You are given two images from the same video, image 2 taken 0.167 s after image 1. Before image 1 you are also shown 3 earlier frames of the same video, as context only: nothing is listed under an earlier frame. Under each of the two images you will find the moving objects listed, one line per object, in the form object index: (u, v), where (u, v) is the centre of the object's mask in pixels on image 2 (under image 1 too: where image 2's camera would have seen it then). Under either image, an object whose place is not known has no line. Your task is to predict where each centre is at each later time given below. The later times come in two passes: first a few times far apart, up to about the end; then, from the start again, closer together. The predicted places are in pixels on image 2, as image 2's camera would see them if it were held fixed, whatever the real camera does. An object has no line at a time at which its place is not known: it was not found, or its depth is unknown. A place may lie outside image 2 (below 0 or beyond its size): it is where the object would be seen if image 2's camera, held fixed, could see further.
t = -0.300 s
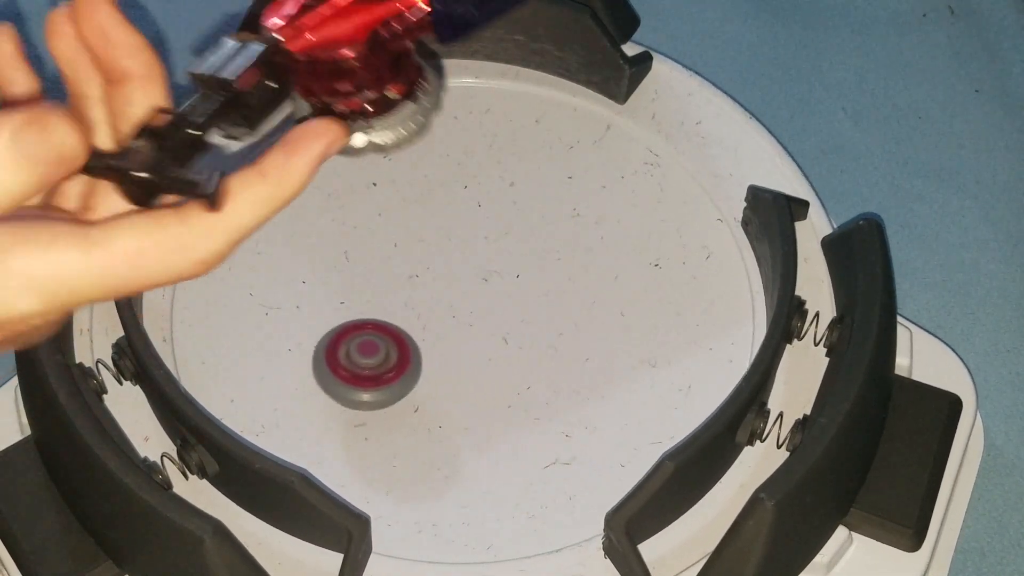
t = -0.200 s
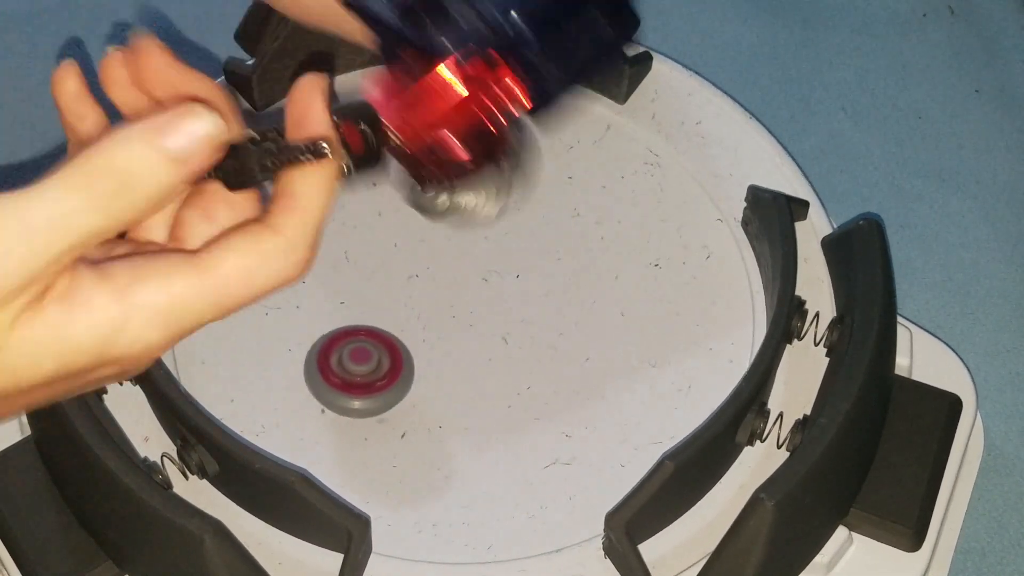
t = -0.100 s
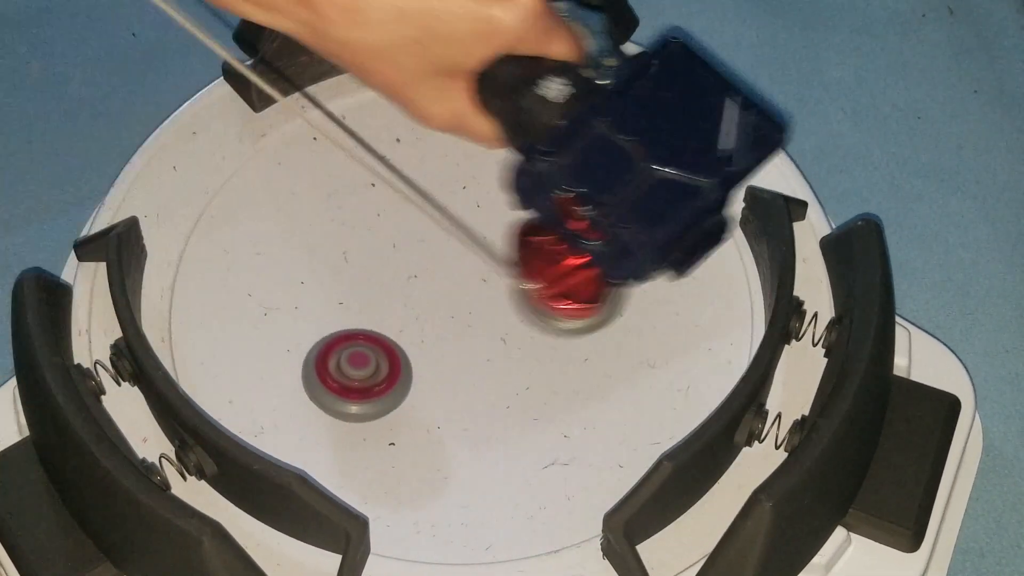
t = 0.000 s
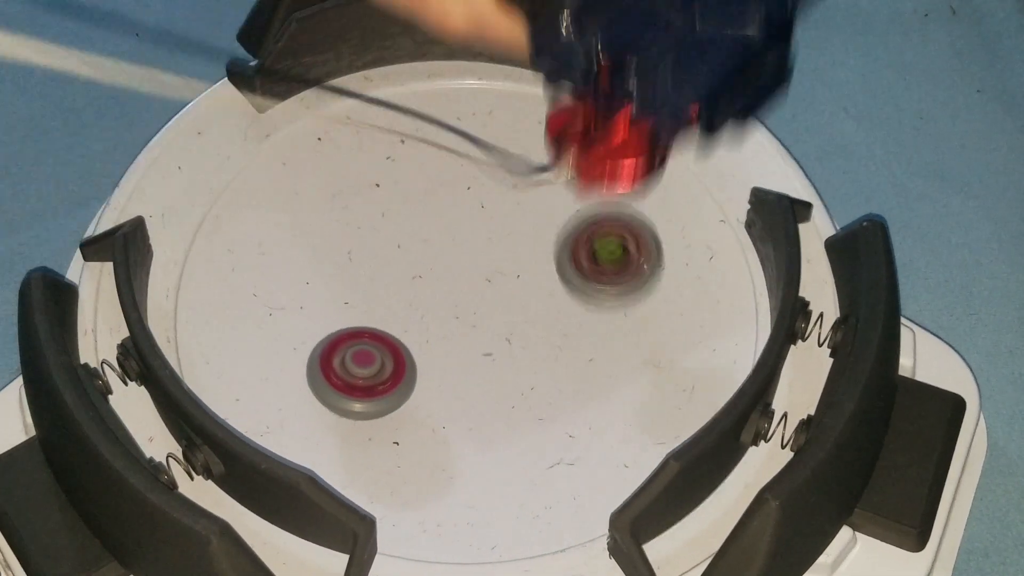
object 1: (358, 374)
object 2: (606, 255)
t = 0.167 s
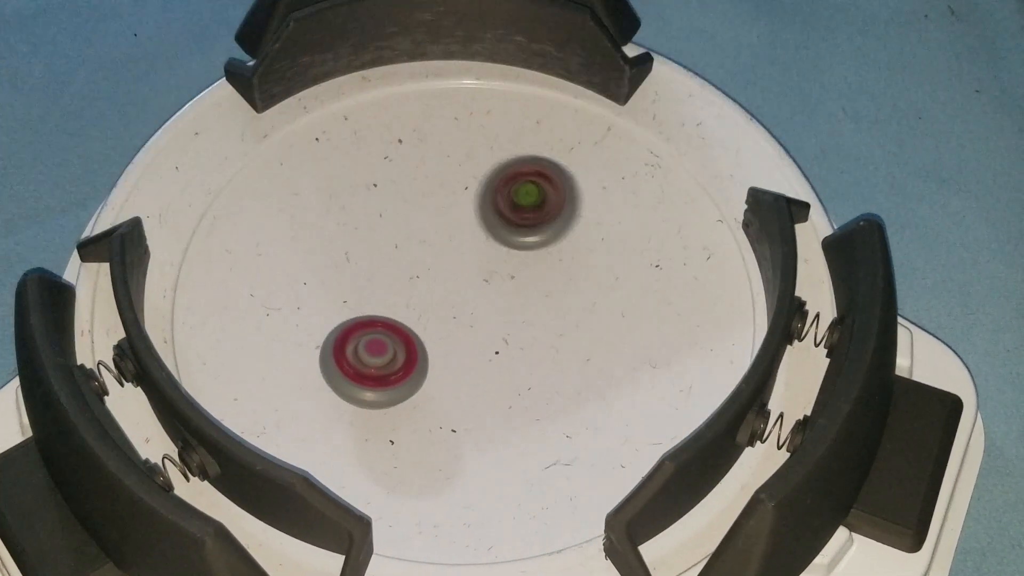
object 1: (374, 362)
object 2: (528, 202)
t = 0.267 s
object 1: (378, 349)
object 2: (470, 221)
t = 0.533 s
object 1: (269, 407)
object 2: (595, 232)
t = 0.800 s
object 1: (374, 421)
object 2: (589, 243)
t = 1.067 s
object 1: (426, 346)
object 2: (542, 285)
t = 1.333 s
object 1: (414, 280)
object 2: (561, 400)
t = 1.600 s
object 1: (389, 261)
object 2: (646, 372)
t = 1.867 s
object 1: (405, 269)
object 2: (521, 343)
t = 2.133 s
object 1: (448, 269)
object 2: (394, 459)
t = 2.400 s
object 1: (491, 262)
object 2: (468, 469)
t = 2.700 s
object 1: (502, 265)
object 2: (442, 373)
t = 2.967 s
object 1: (504, 282)
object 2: (307, 335)
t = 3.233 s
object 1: (512, 308)
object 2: (294, 394)
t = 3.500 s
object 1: (512, 326)
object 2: (383, 349)
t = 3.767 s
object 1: (491, 345)
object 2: (394, 261)
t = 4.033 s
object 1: (471, 360)
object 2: (369, 231)
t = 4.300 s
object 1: (448, 364)
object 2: (385, 246)
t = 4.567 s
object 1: (419, 357)
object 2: (425, 247)
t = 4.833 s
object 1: (396, 348)
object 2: (464, 239)
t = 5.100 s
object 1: (387, 336)
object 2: (499, 248)
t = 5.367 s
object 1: (392, 314)
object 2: (535, 260)
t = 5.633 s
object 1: (405, 289)
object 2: (546, 276)
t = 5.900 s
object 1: (418, 269)
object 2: (540, 304)
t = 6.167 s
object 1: (436, 261)
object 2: (533, 342)
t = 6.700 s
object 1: (485, 265)
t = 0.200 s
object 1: (376, 358)
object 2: (506, 206)
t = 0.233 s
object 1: (377, 354)
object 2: (486, 212)
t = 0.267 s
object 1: (378, 349)
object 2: (470, 221)
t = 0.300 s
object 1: (378, 344)
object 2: (459, 228)
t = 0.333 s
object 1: (379, 338)
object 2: (451, 242)
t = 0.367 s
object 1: (379, 332)
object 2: (446, 261)
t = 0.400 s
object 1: (343, 349)
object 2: (471, 256)
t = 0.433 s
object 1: (305, 373)
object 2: (507, 245)
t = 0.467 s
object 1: (278, 390)
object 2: (543, 236)
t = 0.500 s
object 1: (267, 400)
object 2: (574, 232)
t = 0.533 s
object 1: (269, 407)
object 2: (595, 232)
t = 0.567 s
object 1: (279, 416)
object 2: (609, 233)
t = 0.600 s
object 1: (293, 424)
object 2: (616, 237)
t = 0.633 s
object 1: (308, 430)
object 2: (617, 239)
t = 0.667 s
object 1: (322, 434)
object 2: (613, 239)
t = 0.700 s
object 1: (336, 434)
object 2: (608, 239)
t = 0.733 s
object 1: (349, 432)
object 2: (601, 240)
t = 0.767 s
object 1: (362, 427)
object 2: (595, 241)
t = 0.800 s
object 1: (374, 421)
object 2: (589, 243)
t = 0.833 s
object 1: (385, 413)
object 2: (583, 246)
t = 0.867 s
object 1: (394, 405)
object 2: (577, 248)
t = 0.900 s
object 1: (403, 396)
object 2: (571, 251)
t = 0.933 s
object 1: (411, 387)
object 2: (564, 255)
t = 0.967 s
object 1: (417, 377)
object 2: (558, 261)
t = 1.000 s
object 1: (422, 367)
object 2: (553, 267)
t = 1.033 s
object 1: (425, 357)
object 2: (547, 275)
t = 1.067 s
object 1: (426, 346)
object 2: (542, 285)
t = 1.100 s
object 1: (427, 336)
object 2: (538, 296)
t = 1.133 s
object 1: (427, 327)
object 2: (535, 307)
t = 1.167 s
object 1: (426, 318)
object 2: (534, 318)
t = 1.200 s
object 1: (424, 308)
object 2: (535, 332)
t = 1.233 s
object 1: (422, 300)
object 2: (537, 349)
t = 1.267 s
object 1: (420, 292)
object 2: (542, 366)
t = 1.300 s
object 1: (417, 286)
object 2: (549, 385)
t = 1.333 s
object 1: (414, 280)
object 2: (561, 400)
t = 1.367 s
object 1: (410, 275)
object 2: (577, 411)
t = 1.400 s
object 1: (406, 270)
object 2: (595, 418)
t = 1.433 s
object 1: (404, 267)
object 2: (615, 419)
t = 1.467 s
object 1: (402, 264)
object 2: (633, 414)
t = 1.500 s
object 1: (398, 262)
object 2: (647, 404)
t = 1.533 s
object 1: (395, 261)
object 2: (654, 392)
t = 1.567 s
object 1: (392, 261)
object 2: (653, 381)
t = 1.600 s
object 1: (389, 261)
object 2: (646, 372)
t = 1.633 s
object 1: (386, 260)
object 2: (637, 364)
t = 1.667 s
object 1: (386, 261)
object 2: (625, 358)
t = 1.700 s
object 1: (387, 262)
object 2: (610, 352)
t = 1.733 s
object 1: (389, 263)
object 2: (594, 347)
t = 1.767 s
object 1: (391, 264)
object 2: (576, 343)
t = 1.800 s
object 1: (395, 266)
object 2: (557, 341)
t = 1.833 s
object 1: (400, 267)
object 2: (538, 341)
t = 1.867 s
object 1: (405, 269)
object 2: (521, 343)
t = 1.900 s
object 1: (410, 270)
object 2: (502, 349)
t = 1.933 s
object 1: (416, 270)
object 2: (481, 357)
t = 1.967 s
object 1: (421, 270)
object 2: (459, 369)
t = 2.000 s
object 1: (426, 270)
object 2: (436, 383)
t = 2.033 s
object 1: (431, 270)
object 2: (417, 401)
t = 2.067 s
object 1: (437, 270)
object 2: (403, 420)
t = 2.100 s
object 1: (442, 269)
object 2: (395, 440)
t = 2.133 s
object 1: (448, 269)
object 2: (394, 459)
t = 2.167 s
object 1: (455, 269)
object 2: (401, 476)
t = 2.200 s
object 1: (461, 268)
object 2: (414, 489)
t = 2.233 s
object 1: (467, 267)
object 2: (427, 495)
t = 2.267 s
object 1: (473, 266)
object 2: (439, 495)
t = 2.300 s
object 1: (478, 265)
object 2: (449, 491)
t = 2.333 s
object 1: (483, 264)
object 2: (457, 485)
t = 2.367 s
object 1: (487, 263)
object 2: (464, 477)
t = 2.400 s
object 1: (491, 262)
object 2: (468, 469)
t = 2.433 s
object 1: (494, 261)
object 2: (472, 459)
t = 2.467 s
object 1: (497, 261)
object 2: (474, 449)
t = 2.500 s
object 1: (499, 261)
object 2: (474, 438)
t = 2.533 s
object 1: (500, 261)
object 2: (473, 427)
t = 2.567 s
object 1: (501, 261)
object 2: (471, 416)
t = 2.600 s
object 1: (501, 262)
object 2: (467, 405)
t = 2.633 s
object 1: (502, 262)
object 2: (460, 394)
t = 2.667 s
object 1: (502, 264)
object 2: (452, 383)
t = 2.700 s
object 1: (502, 265)
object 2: (442, 373)
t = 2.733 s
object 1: (502, 266)
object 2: (431, 363)
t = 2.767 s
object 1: (503, 268)
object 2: (418, 355)
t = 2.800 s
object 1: (503, 270)
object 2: (404, 349)
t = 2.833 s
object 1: (503, 273)
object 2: (389, 343)
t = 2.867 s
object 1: (502, 275)
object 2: (371, 339)
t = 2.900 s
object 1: (502, 277)
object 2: (351, 335)
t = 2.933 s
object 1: (503, 280)
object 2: (330, 334)
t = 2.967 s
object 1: (504, 282)
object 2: (307, 335)
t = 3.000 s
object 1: (504, 285)
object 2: (288, 340)
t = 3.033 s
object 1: (505, 289)
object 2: (272, 349)
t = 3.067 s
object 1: (506, 292)
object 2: (262, 360)
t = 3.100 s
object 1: (507, 296)
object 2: (259, 372)
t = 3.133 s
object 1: (508, 299)
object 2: (264, 383)
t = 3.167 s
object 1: (510, 303)
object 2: (273, 390)
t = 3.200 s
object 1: (511, 305)
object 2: (283, 393)
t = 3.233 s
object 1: (512, 308)
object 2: (294, 394)
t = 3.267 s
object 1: (513, 311)
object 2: (306, 394)
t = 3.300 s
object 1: (514, 314)
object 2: (317, 391)
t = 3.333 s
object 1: (514, 316)
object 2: (329, 387)
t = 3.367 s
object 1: (515, 318)
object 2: (342, 382)
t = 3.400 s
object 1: (515, 320)
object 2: (354, 376)
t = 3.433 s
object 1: (514, 322)
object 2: (365, 368)
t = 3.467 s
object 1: (513, 324)
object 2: (375, 359)
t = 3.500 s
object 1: (512, 326)
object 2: (383, 349)
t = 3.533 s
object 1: (511, 328)
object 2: (390, 339)
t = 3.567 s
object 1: (509, 330)
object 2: (394, 327)
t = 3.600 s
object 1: (506, 333)
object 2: (398, 315)
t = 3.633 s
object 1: (503, 336)
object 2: (399, 304)
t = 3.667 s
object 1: (500, 338)
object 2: (399, 292)
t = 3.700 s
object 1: (497, 340)
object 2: (398, 281)
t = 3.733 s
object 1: (494, 343)
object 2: (397, 271)
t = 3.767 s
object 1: (491, 345)
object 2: (394, 261)
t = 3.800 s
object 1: (488, 347)
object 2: (391, 251)
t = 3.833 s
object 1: (486, 350)
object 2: (386, 243)
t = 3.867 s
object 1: (483, 352)
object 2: (382, 237)
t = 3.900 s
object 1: (481, 354)
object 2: (378, 233)
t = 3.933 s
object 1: (478, 355)
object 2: (375, 231)
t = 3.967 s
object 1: (476, 357)
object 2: (372, 230)
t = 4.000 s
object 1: (473, 359)
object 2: (370, 230)
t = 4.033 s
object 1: (471, 360)
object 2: (369, 231)
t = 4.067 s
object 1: (468, 361)
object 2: (368, 233)
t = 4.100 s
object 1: (465, 363)
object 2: (369, 235)
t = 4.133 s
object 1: (463, 363)
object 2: (370, 237)
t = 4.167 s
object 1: (460, 364)
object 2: (372, 239)
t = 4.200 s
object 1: (457, 364)
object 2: (374, 241)
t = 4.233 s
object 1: (454, 365)
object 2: (377, 243)
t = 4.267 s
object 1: (451, 365)
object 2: (381, 245)
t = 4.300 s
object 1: (448, 364)
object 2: (385, 246)
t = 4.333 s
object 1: (445, 364)
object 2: (389, 247)
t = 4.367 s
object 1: (441, 364)
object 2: (394, 248)
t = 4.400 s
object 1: (438, 363)
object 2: (399, 249)
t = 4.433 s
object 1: (435, 362)
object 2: (403, 250)
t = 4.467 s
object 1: (431, 360)
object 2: (408, 250)
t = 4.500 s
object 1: (427, 359)
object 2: (414, 249)
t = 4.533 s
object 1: (423, 358)
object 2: (419, 248)
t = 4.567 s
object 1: (419, 357)
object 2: (425, 247)
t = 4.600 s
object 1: (415, 356)
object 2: (431, 246)
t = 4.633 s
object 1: (411, 354)
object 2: (438, 244)
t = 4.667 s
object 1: (408, 353)
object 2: (444, 242)
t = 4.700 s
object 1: (405, 352)
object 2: (449, 241)
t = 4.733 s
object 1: (403, 351)
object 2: (453, 240)
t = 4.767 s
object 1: (400, 350)
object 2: (457, 239)
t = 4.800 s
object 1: (398, 349)
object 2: (461, 239)
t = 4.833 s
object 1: (396, 348)
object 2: (464, 239)
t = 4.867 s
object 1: (393, 346)
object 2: (467, 239)
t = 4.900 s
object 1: (391, 345)
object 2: (470, 239)
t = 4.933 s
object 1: (390, 344)
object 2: (474, 240)
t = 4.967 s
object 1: (389, 343)
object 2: (479, 241)
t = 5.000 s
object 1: (388, 342)
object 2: (484, 243)
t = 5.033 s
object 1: (387, 340)
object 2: (489, 244)
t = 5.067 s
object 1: (387, 338)
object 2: (494, 246)
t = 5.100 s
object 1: (387, 336)
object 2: (499, 248)
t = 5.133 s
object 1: (387, 333)
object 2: (504, 249)
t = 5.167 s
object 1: (387, 331)
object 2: (509, 251)
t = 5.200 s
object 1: (387, 328)
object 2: (514, 252)
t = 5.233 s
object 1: (388, 326)
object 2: (518, 254)
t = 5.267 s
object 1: (389, 323)
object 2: (522, 255)
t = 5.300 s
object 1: (390, 320)
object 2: (527, 257)
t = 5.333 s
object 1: (391, 317)
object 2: (531, 258)
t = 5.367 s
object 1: (392, 314)
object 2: (535, 260)
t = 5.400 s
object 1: (394, 311)
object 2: (538, 262)
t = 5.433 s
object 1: (395, 307)
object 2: (541, 263)
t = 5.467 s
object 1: (396, 304)
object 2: (543, 265)
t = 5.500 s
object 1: (398, 301)
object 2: (544, 266)
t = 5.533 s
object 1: (400, 298)
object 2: (545, 268)
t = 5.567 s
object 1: (402, 295)
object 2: (545, 271)
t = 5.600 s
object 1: (403, 292)
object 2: (546, 273)
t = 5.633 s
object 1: (405, 289)
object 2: (546, 276)
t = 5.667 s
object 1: (407, 286)
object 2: (546, 279)
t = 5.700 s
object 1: (408, 283)
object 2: (546, 281)
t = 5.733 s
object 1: (410, 280)
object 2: (545, 285)
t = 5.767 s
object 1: (412, 278)
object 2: (544, 288)
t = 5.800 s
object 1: (414, 275)
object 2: (543, 292)
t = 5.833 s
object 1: (415, 273)
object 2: (542, 296)
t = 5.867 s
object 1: (417, 271)
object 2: (541, 300)
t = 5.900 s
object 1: (418, 269)
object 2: (540, 304)
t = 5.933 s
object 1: (420, 268)
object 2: (540, 308)
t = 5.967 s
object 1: (422, 266)
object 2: (539, 313)
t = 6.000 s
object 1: (424, 265)
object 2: (538, 318)
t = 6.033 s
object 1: (426, 264)
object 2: (537, 322)
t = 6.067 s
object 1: (428, 263)
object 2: (537, 327)
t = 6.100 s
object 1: (431, 262)
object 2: (535, 332)
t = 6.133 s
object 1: (433, 261)
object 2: (534, 337)
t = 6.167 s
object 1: (436, 261)
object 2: (533, 342)
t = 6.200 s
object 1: (439, 260)
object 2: (532, 346)
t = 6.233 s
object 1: (442, 260)
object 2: (532, 350)
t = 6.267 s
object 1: (445, 260)
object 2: (531, 354)
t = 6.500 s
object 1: (468, 262)
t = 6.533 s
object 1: (471, 262)
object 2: (520, 375)
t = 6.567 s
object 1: (474, 263)
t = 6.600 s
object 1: (477, 263)
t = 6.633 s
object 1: (480, 264)
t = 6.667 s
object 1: (483, 264)
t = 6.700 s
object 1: (485, 265)
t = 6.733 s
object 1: (488, 266)
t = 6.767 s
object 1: (490, 267)
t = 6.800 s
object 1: (492, 268)
